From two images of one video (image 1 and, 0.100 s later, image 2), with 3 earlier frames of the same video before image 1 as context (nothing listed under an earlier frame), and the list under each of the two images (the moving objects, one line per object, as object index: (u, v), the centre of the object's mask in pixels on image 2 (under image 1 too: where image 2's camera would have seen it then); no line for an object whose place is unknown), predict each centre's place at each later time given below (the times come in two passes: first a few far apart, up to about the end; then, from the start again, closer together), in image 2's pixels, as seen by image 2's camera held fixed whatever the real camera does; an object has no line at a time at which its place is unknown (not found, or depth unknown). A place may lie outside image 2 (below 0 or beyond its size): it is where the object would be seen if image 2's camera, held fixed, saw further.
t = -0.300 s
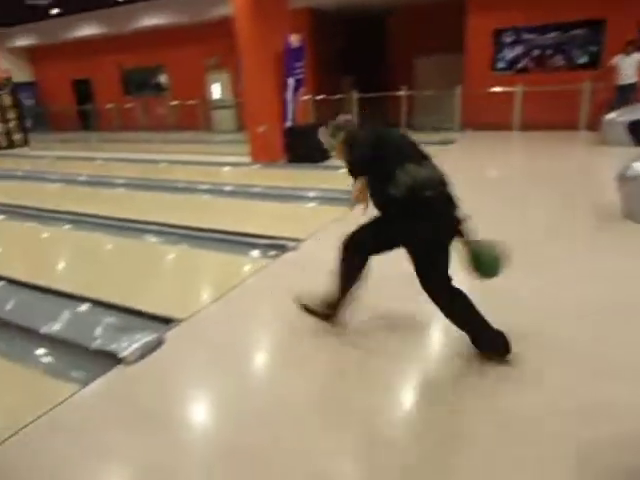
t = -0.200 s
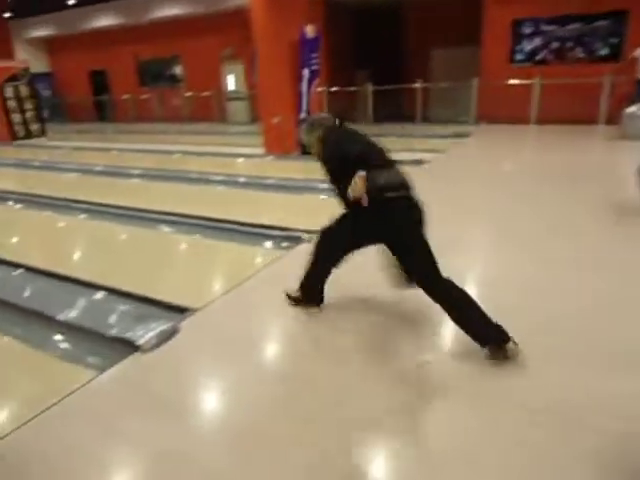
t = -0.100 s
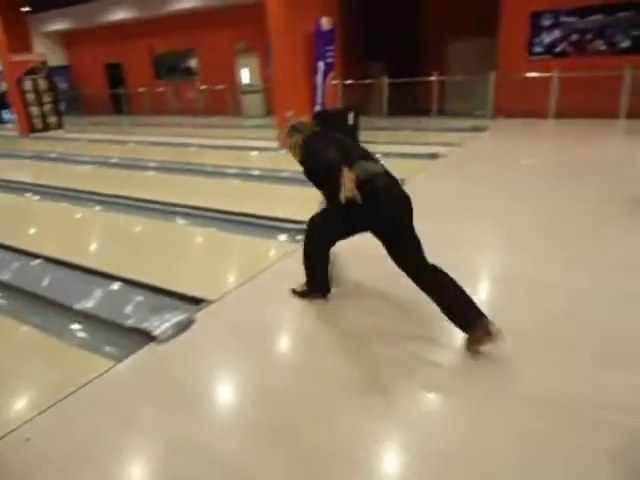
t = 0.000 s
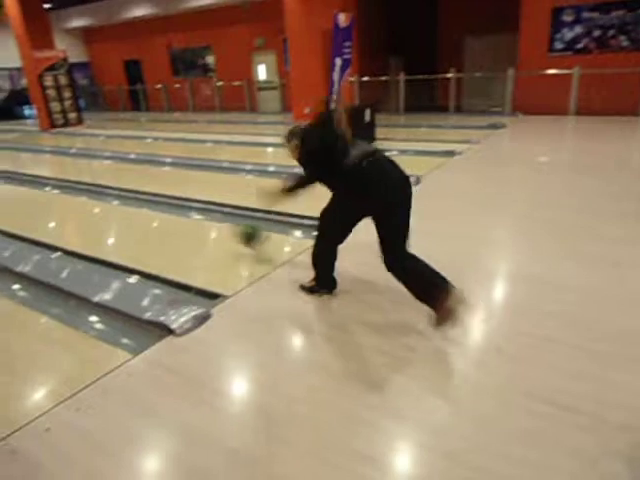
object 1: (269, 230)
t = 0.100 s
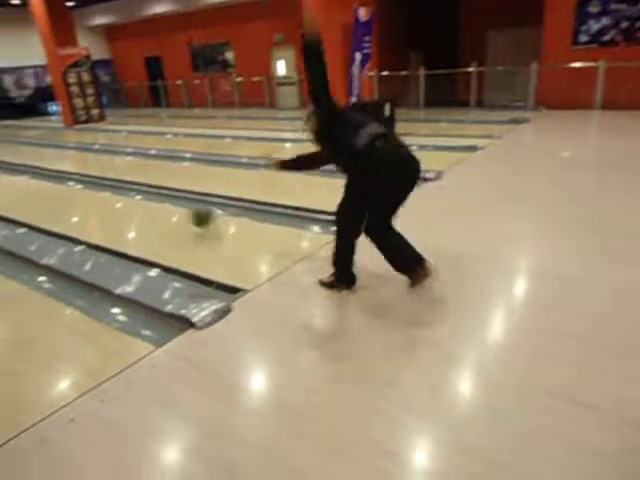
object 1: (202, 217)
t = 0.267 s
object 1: (120, 206)
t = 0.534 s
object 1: (36, 188)
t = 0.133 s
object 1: (182, 215)
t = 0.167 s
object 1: (165, 215)
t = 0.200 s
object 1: (148, 212)
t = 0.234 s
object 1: (133, 209)
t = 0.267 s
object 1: (120, 206)
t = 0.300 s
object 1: (106, 203)
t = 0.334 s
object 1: (95, 201)
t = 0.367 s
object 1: (83, 198)
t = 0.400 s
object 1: (73, 195)
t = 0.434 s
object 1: (63, 193)
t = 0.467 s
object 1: (53, 192)
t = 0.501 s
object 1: (45, 190)
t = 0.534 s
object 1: (36, 188)
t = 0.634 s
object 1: (14, 182)
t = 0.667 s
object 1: (6, 181)
